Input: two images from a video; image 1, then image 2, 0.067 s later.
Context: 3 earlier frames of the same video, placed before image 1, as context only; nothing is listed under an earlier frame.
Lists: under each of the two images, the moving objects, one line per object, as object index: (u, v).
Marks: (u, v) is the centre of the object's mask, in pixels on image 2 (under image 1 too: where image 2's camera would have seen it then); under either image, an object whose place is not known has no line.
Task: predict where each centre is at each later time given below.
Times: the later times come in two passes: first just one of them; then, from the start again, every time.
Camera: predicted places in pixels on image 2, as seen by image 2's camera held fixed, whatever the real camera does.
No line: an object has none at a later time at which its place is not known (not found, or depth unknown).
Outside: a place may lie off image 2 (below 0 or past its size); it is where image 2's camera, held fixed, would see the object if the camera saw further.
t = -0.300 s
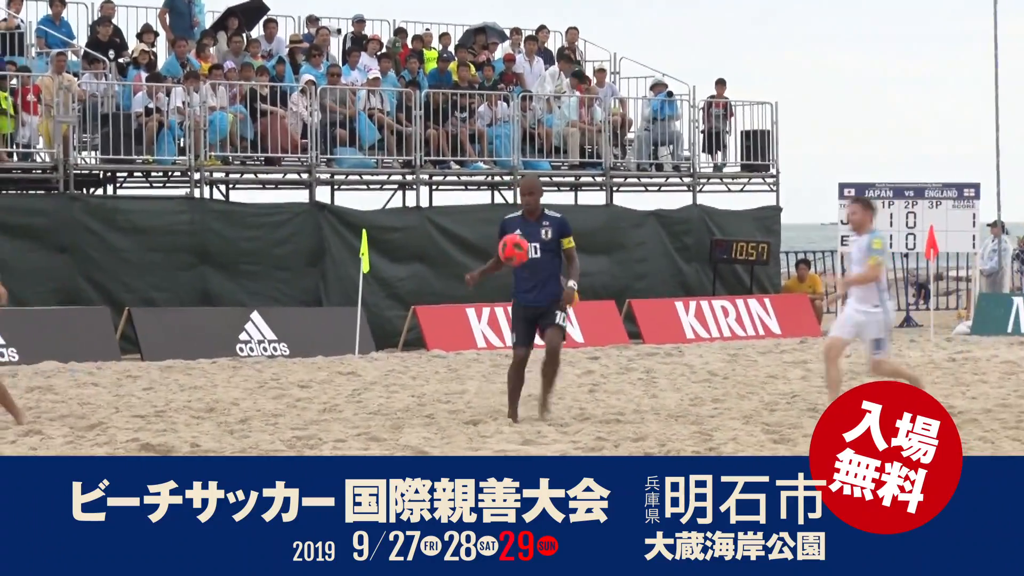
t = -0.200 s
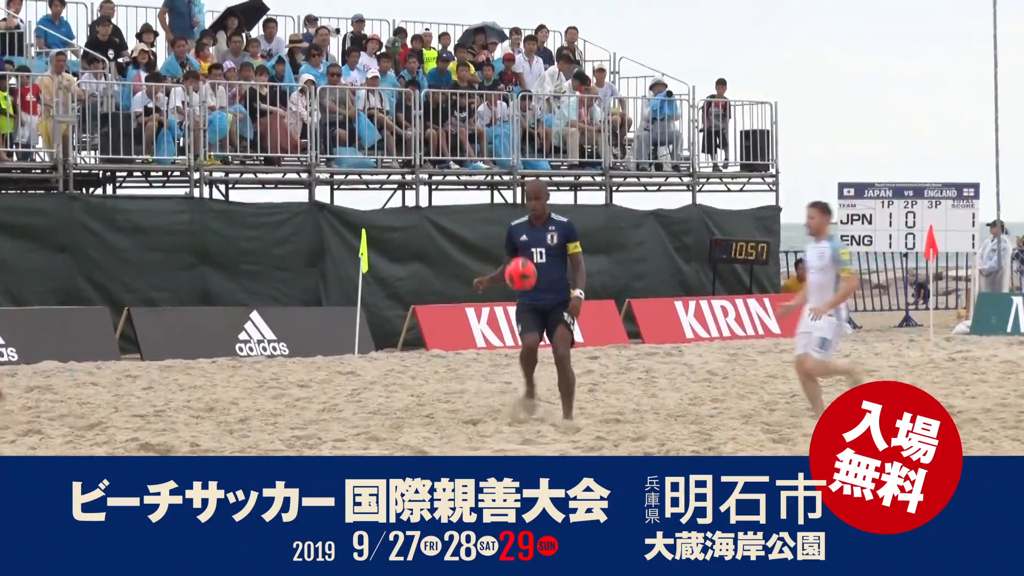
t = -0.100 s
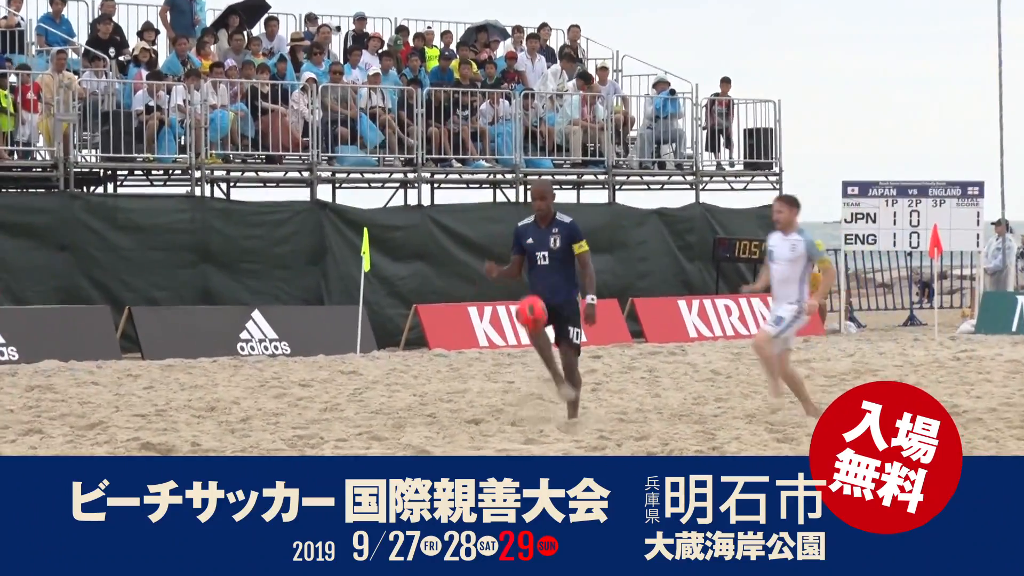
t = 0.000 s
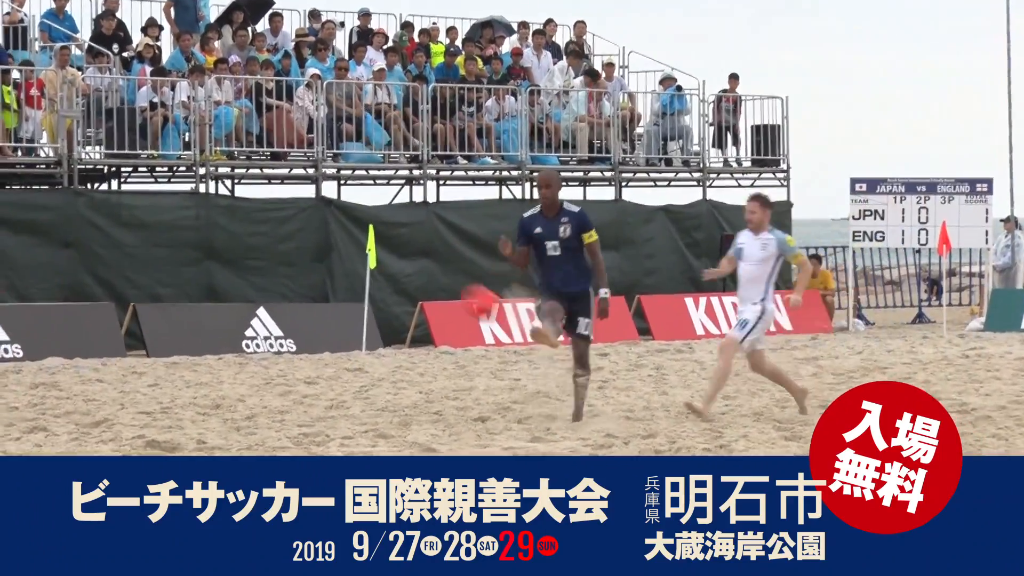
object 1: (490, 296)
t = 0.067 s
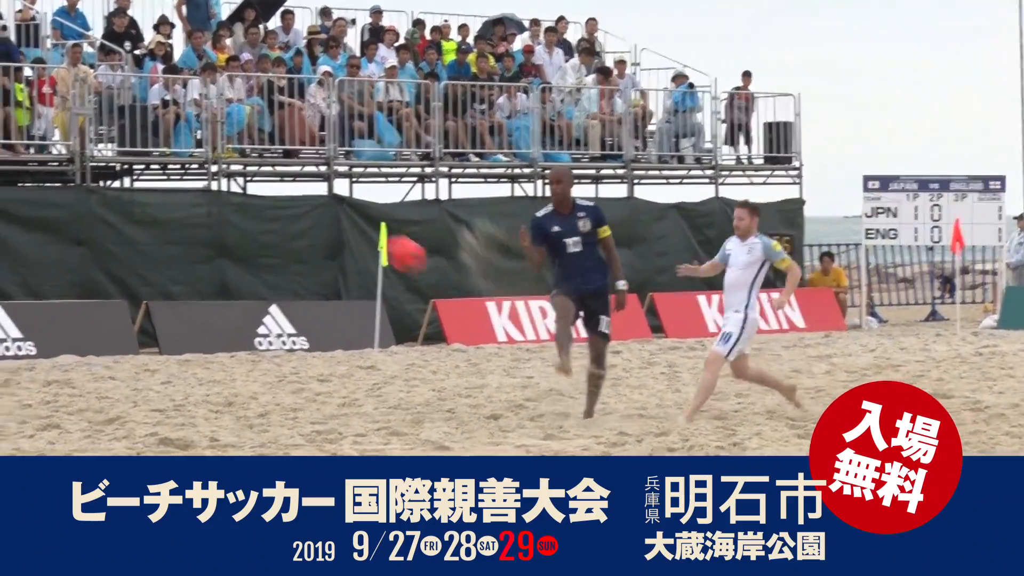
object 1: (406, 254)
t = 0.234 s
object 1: (165, 160)
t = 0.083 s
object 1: (380, 242)
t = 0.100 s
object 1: (357, 231)
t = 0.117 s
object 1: (334, 221)
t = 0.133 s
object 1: (311, 212)
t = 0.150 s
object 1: (288, 204)
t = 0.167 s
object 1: (263, 194)
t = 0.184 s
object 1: (238, 185)
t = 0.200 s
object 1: (215, 176)
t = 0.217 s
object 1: (191, 167)
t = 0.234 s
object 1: (165, 160)
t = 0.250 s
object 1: (140, 152)
